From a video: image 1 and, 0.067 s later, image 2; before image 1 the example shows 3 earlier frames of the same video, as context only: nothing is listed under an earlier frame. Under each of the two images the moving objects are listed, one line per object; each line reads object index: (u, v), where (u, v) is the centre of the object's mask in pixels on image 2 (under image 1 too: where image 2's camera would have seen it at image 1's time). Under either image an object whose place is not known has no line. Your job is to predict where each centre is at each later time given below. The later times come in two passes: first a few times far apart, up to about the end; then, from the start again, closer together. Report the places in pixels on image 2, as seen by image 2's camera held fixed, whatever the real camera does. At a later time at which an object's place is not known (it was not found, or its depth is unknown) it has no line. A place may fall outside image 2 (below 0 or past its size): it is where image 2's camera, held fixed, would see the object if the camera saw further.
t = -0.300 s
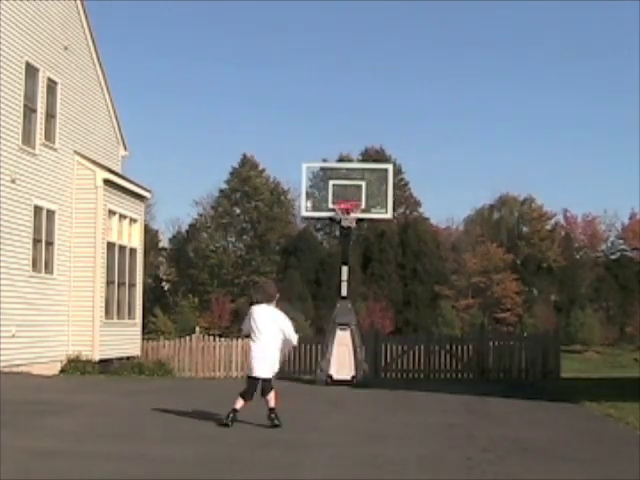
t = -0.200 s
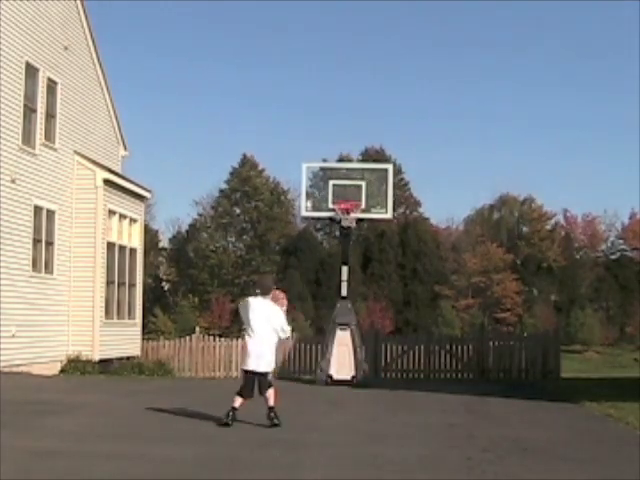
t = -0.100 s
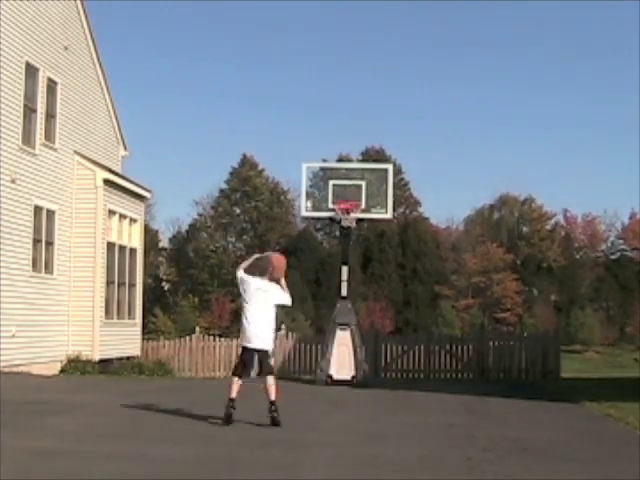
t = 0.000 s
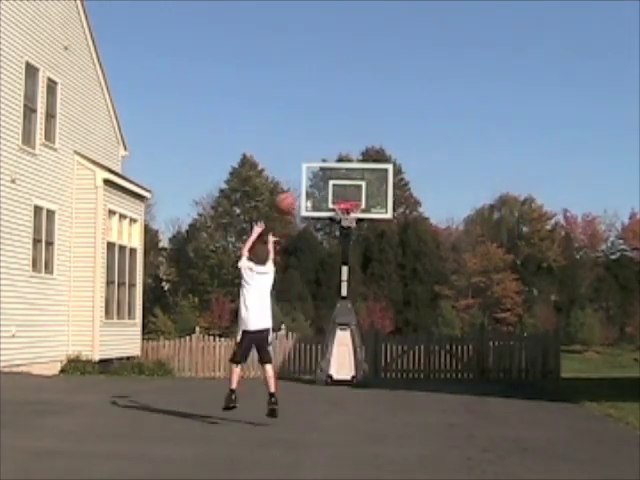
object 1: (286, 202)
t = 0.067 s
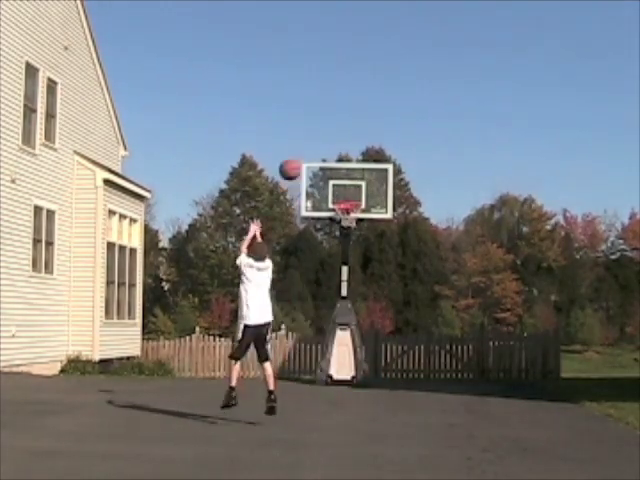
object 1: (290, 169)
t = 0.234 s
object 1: (302, 109)
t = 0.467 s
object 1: (316, 73)
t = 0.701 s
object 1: (327, 77)
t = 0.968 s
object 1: (338, 123)
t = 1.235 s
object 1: (348, 203)
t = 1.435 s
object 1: (352, 262)
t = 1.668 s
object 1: (357, 364)
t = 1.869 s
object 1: (366, 331)
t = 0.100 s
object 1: (292, 154)
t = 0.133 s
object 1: (295, 141)
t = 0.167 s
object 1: (297, 129)
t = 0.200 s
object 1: (299, 119)
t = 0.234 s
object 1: (302, 109)
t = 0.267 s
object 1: (304, 101)
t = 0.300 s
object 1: (306, 94)
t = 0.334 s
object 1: (308, 88)
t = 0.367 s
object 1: (310, 83)
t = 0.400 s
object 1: (312, 79)
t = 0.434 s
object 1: (314, 75)
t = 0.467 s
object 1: (316, 73)
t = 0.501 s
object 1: (318, 72)
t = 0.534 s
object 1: (320, 71)
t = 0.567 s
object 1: (321, 71)
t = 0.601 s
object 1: (323, 71)
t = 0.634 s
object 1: (324, 73)
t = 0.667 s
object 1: (326, 74)
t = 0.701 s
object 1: (327, 77)
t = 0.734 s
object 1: (329, 81)
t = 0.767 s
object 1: (330, 85)
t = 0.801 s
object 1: (331, 90)
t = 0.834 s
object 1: (333, 96)
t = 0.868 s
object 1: (334, 102)
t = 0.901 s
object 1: (336, 108)
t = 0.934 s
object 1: (337, 116)
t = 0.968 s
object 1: (338, 123)
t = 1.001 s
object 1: (339, 131)
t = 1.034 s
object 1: (341, 140)
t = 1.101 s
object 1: (343, 159)
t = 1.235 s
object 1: (348, 203)
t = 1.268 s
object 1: (351, 208)
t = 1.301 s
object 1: (347, 217)
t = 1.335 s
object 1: (350, 230)
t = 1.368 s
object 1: (351, 239)
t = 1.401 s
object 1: (351, 250)
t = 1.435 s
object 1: (352, 262)
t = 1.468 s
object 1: (353, 274)
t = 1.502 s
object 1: (354, 287)
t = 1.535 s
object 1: (354, 300)
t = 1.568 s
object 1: (356, 315)
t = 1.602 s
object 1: (356, 330)
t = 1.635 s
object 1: (356, 347)
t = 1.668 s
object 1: (357, 364)
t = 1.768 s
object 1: (361, 366)
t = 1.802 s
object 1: (363, 353)
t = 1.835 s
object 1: (365, 343)
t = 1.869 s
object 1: (366, 331)
